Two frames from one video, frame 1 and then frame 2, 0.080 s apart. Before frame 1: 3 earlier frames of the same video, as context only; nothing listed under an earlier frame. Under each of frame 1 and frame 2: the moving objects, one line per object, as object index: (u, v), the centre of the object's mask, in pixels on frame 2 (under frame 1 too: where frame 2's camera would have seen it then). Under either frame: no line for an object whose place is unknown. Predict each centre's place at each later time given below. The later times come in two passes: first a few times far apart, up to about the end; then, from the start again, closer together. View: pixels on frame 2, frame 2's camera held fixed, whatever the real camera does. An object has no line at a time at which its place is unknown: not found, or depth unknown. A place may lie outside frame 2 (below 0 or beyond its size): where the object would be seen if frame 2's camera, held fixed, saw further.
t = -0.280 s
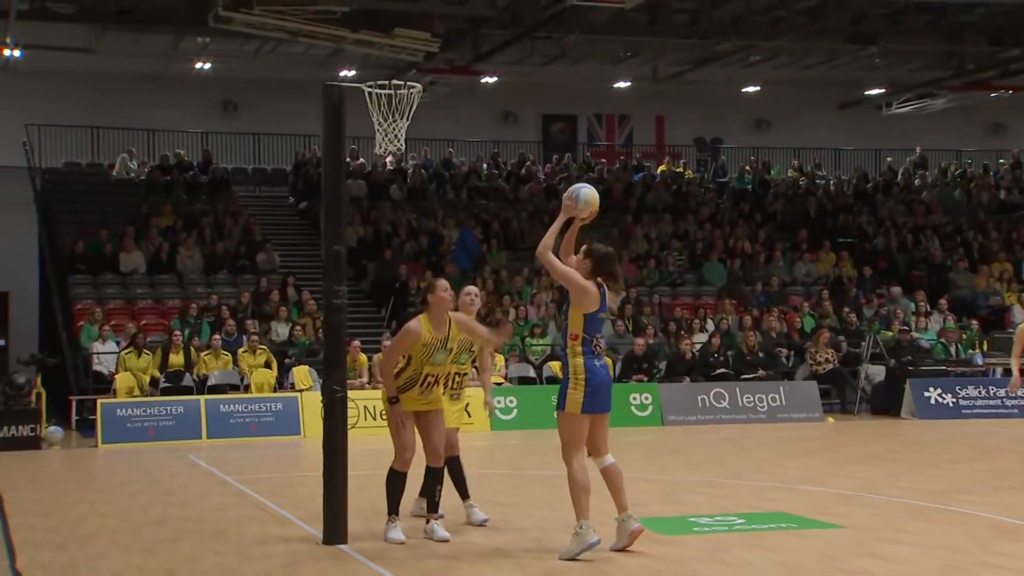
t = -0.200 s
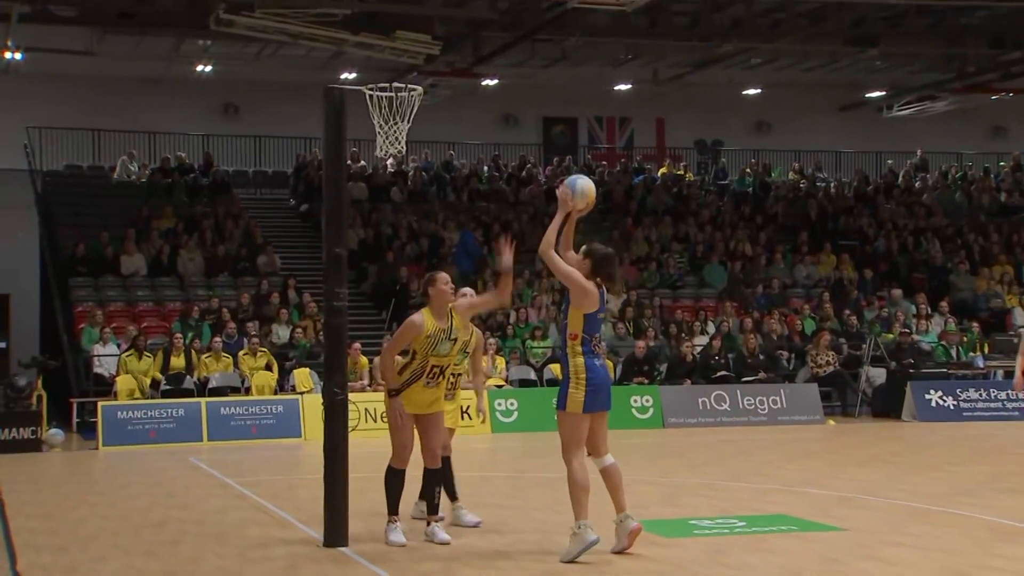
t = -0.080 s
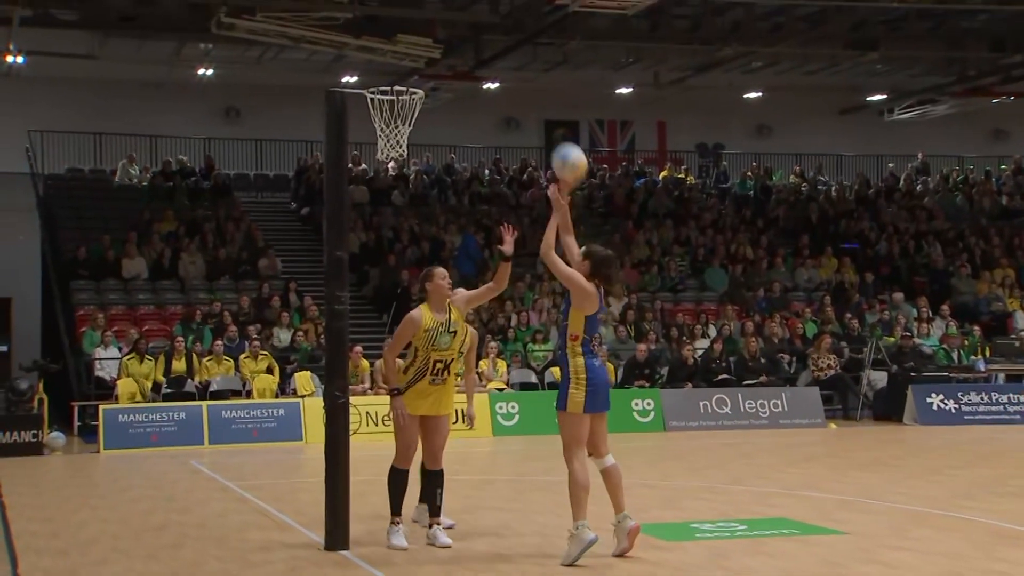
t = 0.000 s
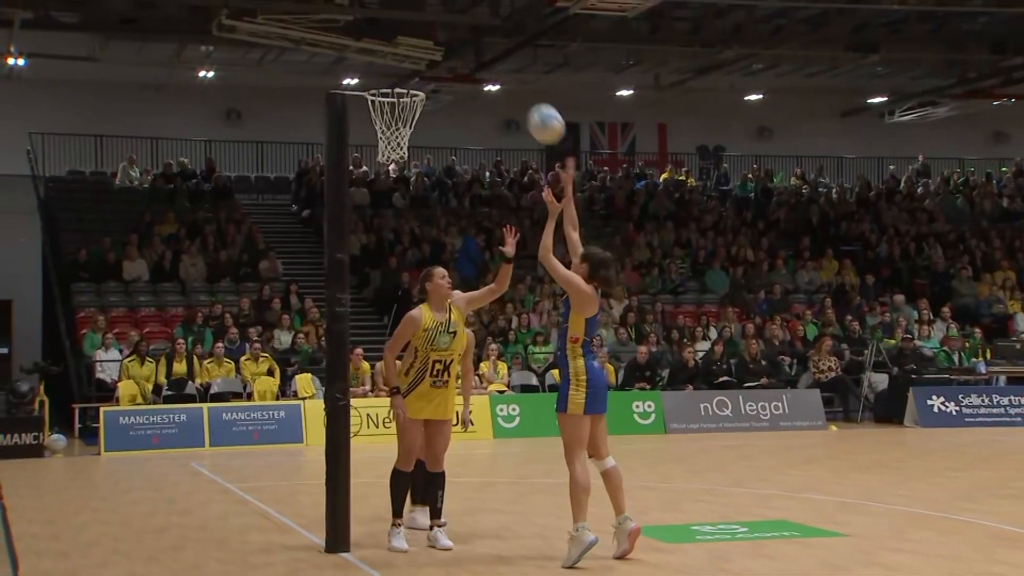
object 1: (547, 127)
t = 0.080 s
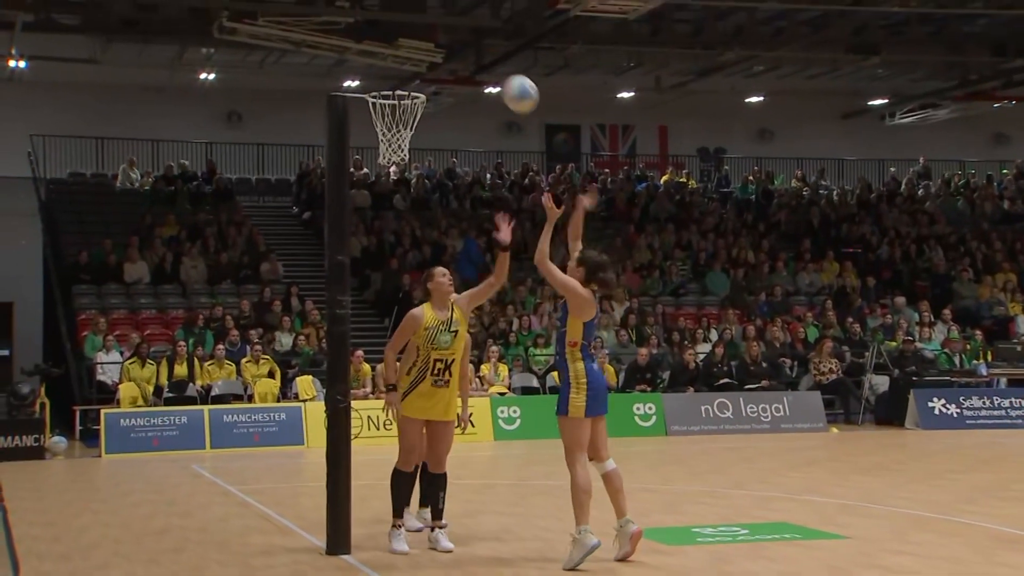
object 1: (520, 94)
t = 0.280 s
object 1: (456, 57)
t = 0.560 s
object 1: (392, 94)
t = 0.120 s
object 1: (507, 81)
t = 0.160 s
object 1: (494, 71)
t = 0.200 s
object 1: (481, 64)
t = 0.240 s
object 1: (469, 59)
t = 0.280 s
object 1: (456, 57)
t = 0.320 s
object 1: (444, 56)
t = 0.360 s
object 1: (432, 58)
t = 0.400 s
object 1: (420, 63)
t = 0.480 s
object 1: (398, 77)
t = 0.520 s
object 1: (387, 89)
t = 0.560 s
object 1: (392, 94)
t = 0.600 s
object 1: (406, 101)
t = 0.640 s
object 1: (402, 108)
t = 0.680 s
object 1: (395, 115)
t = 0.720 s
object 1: (386, 128)
